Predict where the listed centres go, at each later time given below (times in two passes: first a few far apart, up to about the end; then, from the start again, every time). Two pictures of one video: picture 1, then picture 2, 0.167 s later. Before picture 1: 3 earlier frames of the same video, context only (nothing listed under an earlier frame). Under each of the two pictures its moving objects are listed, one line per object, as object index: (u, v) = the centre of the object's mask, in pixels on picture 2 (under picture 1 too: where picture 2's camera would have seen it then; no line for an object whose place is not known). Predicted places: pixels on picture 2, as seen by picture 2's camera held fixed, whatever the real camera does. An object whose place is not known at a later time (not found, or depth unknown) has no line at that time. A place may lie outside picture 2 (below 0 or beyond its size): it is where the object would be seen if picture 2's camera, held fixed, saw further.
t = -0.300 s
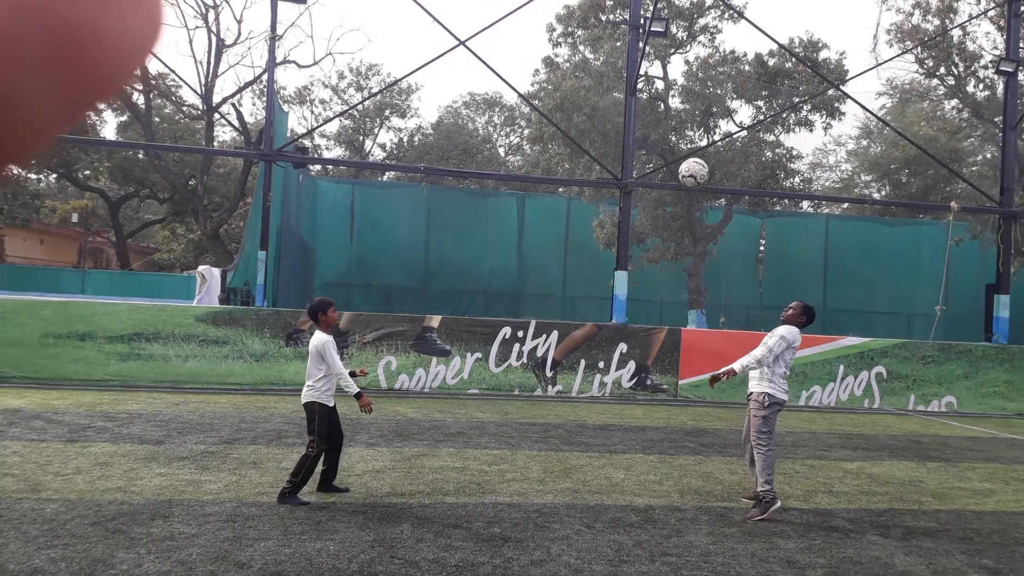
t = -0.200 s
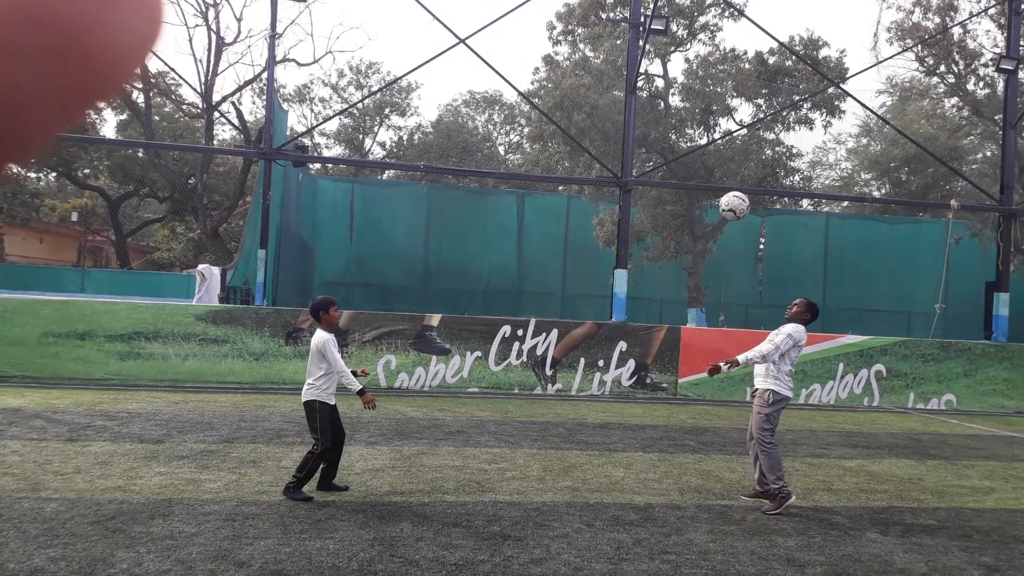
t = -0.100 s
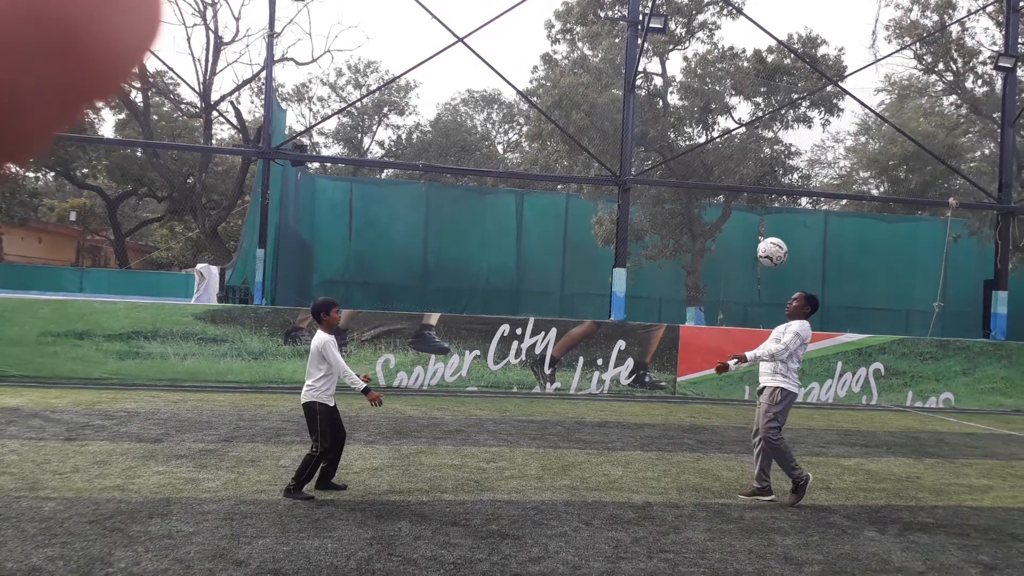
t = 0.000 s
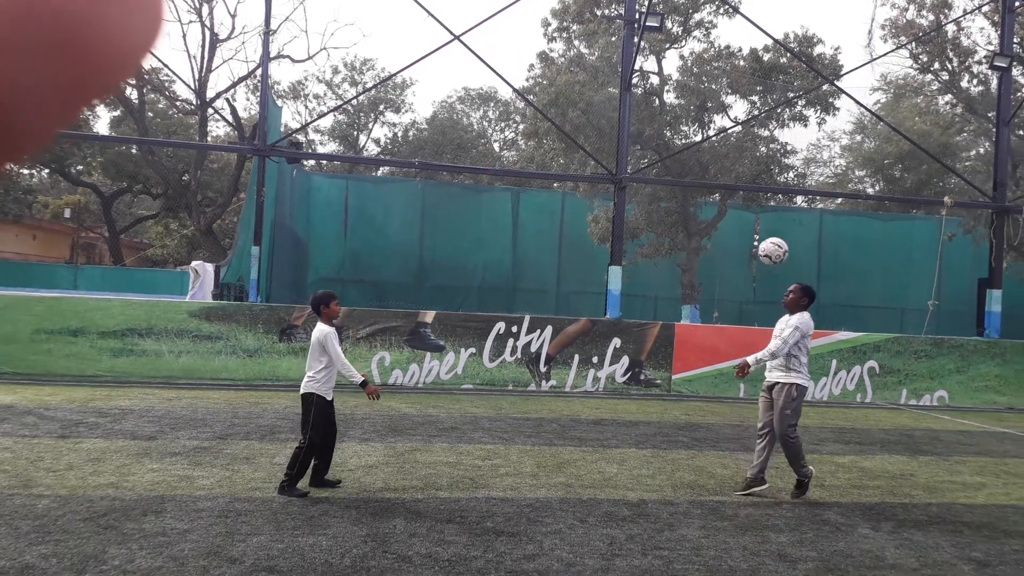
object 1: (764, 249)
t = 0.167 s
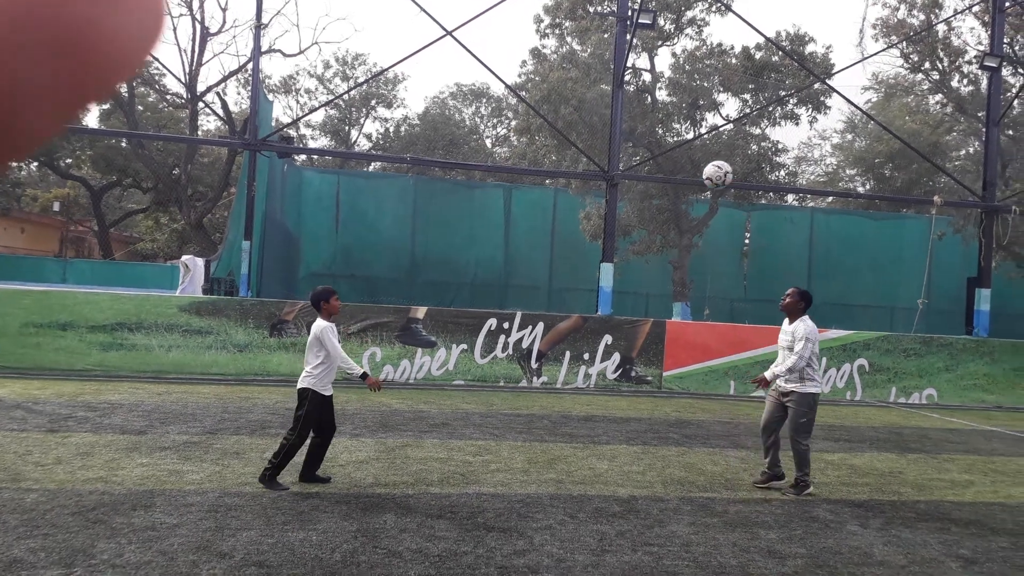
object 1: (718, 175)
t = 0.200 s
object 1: (708, 163)
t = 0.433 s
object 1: (639, 123)
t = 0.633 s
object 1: (576, 142)
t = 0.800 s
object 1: (522, 197)
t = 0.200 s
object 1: (708, 163)
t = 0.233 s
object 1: (698, 154)
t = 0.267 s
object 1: (689, 145)
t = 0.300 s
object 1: (679, 138)
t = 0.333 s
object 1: (669, 132)
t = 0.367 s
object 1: (659, 127)
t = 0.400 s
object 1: (649, 124)
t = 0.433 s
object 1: (639, 123)
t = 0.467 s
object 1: (629, 122)
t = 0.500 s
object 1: (618, 123)
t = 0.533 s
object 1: (608, 126)
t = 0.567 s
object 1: (597, 129)
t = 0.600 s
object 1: (587, 134)
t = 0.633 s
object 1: (576, 142)
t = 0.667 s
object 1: (566, 150)
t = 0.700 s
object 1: (555, 159)
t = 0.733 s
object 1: (544, 170)
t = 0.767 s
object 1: (533, 183)
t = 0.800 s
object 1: (522, 197)
